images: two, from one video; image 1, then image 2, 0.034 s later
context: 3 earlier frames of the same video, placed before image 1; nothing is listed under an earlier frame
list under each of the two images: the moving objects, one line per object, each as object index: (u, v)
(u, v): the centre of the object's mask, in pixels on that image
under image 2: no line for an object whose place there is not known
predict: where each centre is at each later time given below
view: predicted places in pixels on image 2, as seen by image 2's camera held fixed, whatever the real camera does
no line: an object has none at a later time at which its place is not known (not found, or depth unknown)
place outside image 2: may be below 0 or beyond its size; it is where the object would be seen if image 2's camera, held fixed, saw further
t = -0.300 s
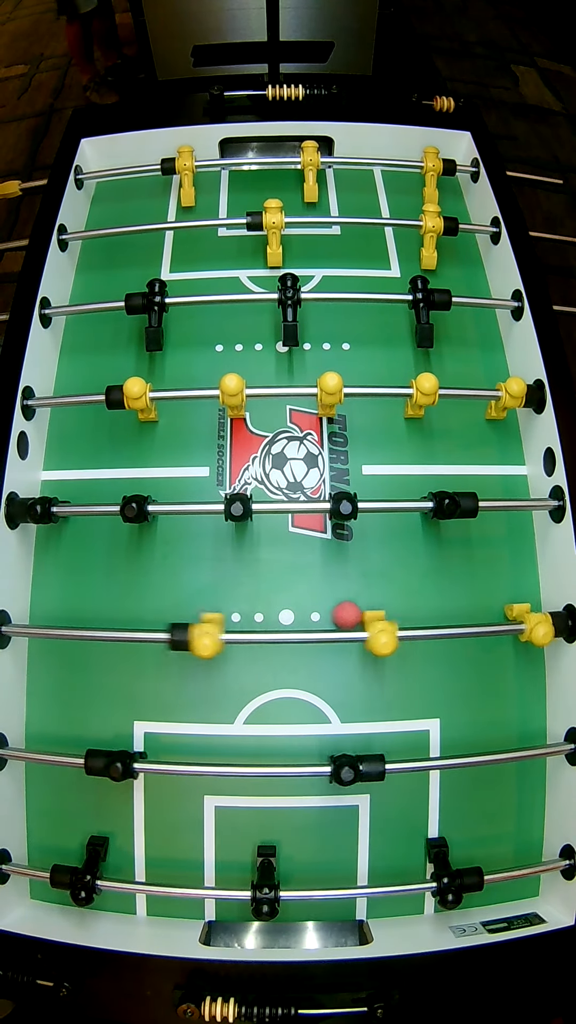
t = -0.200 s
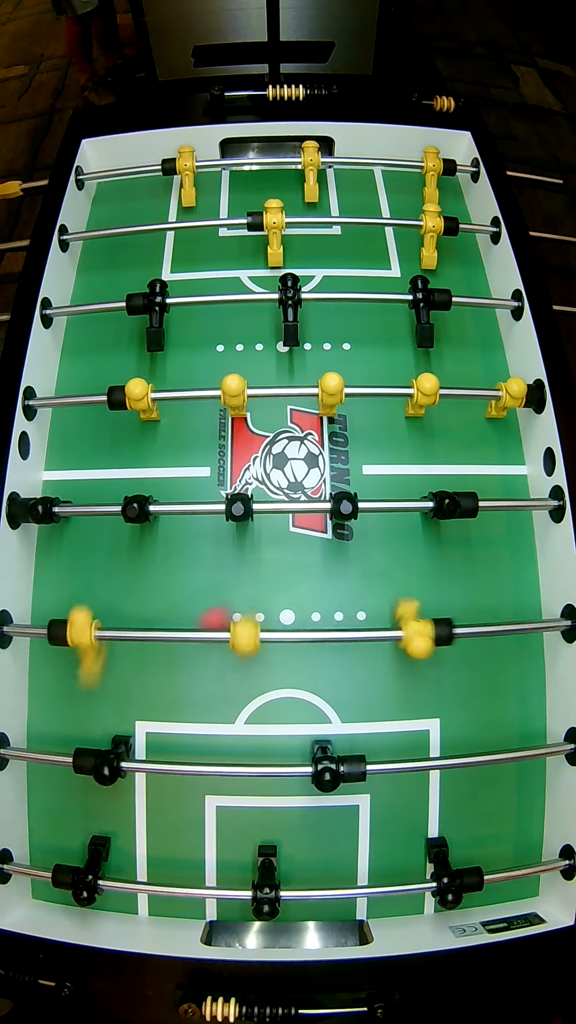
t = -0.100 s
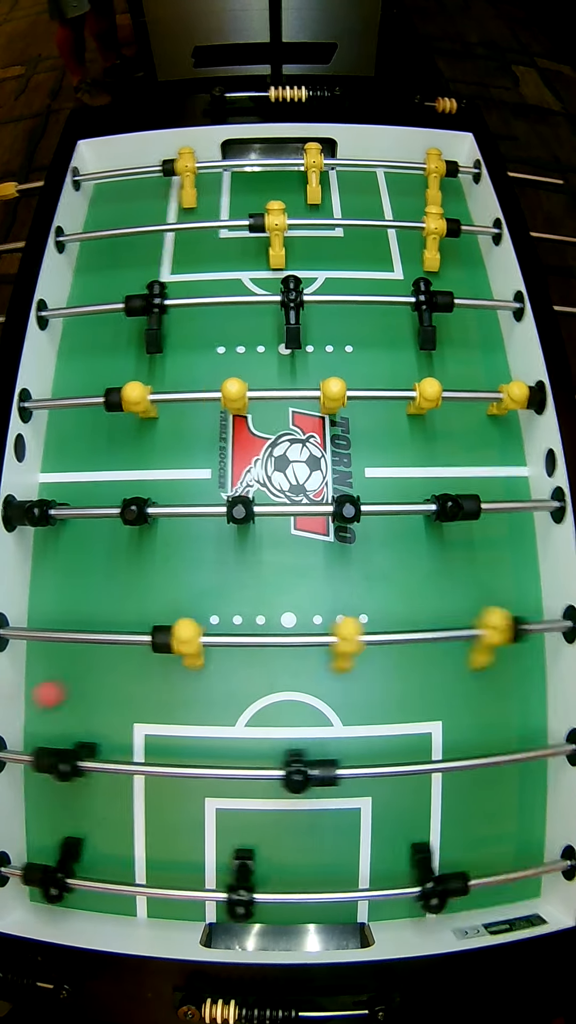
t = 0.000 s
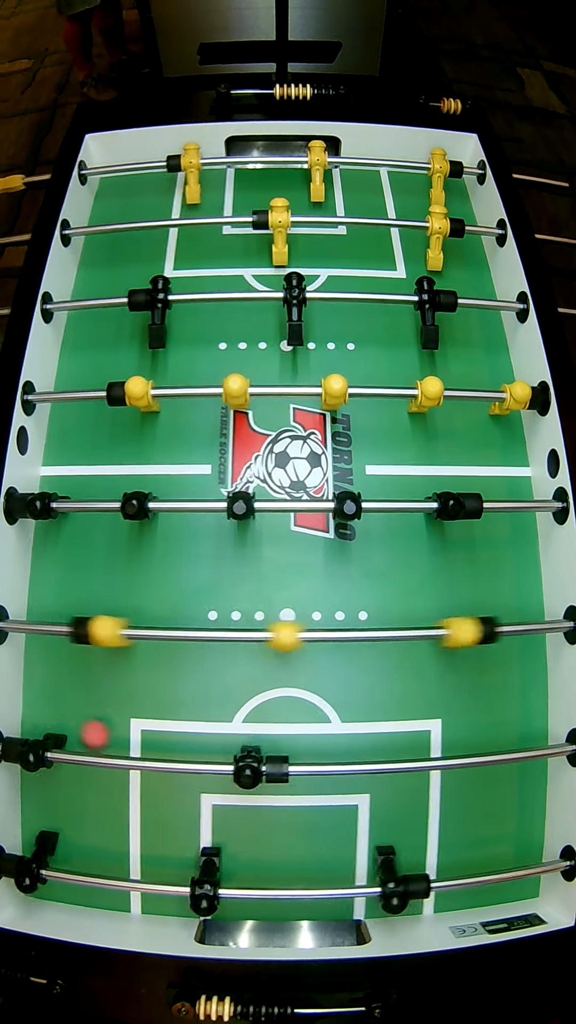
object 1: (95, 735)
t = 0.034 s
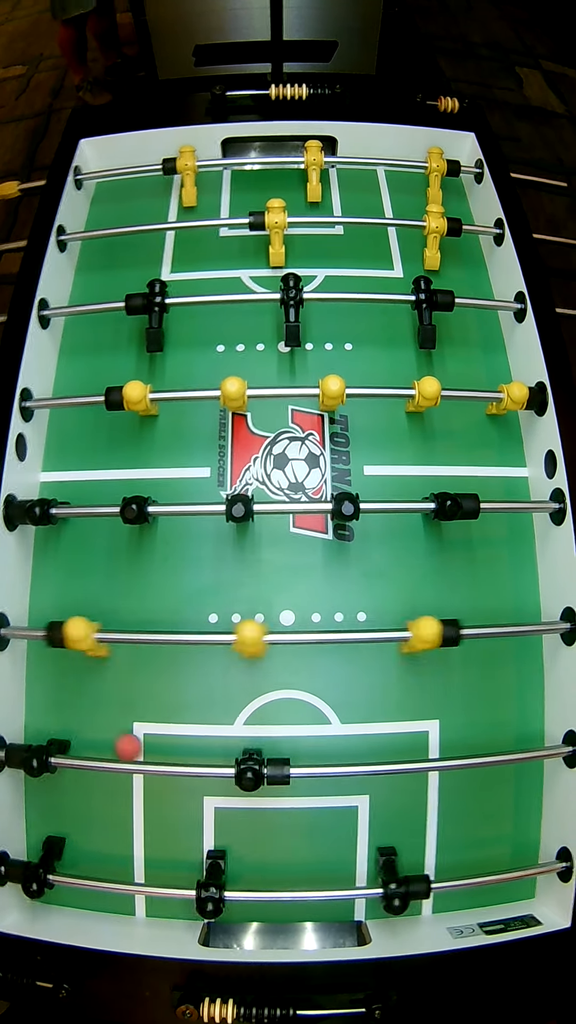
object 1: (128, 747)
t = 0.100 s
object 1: (182, 757)
